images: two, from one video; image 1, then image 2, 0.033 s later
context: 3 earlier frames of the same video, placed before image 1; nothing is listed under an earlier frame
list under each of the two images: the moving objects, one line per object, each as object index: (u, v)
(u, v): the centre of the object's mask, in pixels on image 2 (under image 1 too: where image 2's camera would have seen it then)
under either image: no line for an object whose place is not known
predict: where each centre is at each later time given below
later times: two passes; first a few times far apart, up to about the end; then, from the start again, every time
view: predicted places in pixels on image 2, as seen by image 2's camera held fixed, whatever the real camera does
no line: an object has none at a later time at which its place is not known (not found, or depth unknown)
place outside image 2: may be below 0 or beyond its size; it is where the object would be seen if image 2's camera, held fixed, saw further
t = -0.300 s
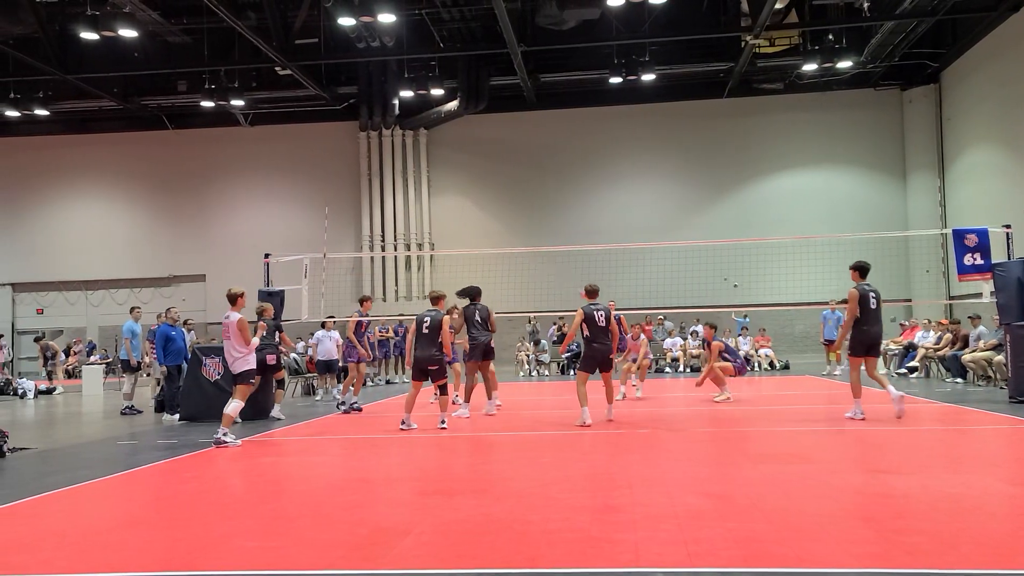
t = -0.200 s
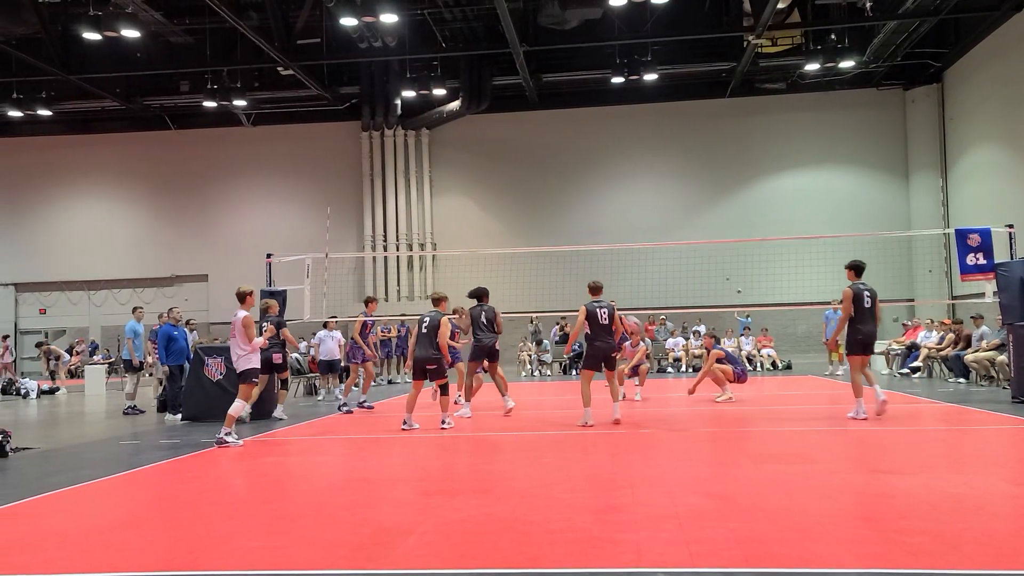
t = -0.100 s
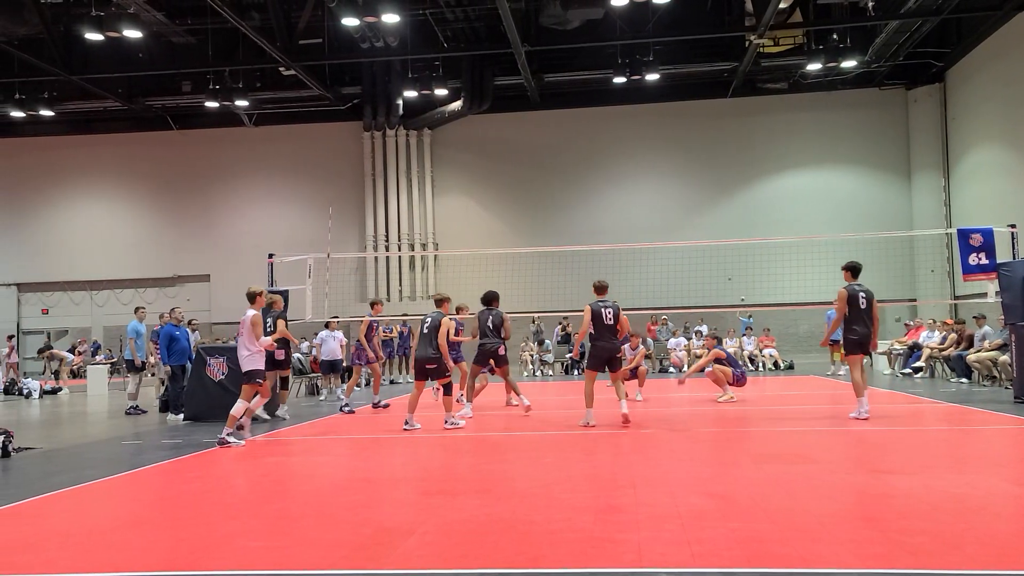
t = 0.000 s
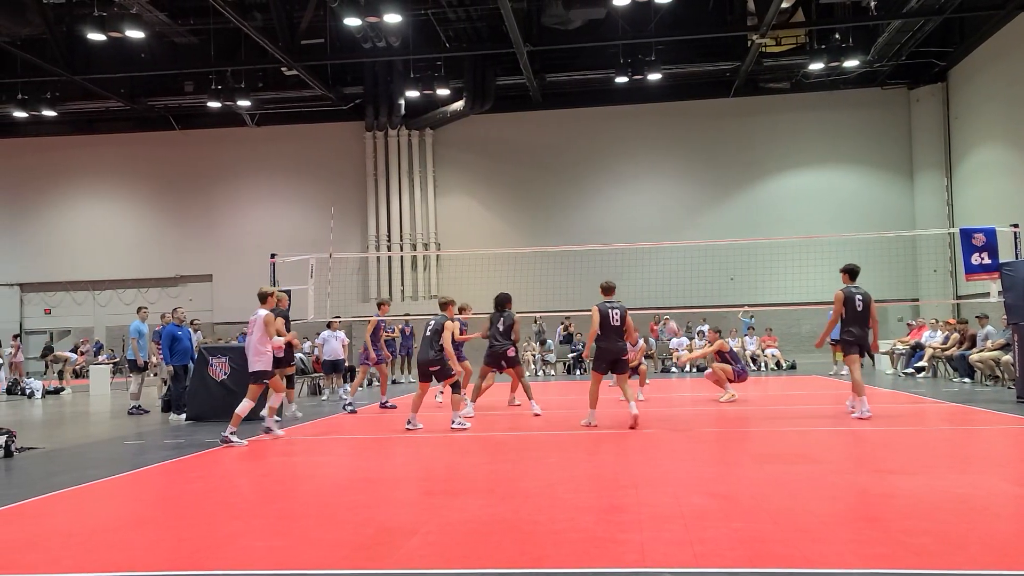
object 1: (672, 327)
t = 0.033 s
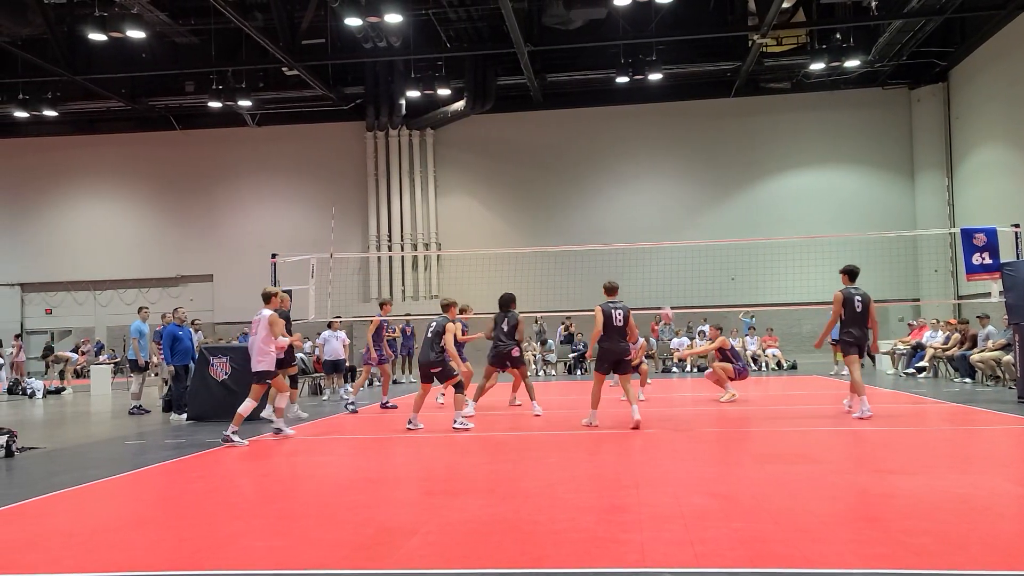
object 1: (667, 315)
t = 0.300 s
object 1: (624, 231)
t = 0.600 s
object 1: (581, 193)
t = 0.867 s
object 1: (547, 202)
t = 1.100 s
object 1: (520, 242)
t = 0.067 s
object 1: (662, 302)
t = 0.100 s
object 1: (655, 289)
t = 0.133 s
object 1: (650, 278)
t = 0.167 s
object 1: (645, 267)
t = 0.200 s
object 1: (639, 257)
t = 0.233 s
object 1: (634, 248)
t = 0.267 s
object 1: (629, 239)
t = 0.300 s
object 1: (624, 231)
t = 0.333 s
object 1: (620, 225)
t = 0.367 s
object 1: (614, 218)
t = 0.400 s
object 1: (609, 213)
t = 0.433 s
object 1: (604, 208)
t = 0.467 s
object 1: (600, 203)
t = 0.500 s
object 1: (594, 200)
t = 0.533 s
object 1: (590, 197)
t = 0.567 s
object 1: (585, 195)
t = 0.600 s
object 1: (581, 193)
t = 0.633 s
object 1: (576, 192)
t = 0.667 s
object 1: (572, 192)
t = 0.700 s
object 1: (567, 192)
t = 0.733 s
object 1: (563, 193)
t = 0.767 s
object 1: (559, 194)
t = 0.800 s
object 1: (555, 197)
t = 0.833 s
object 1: (551, 199)
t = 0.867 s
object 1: (547, 202)
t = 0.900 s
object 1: (543, 207)
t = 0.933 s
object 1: (539, 211)
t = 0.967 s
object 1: (535, 216)
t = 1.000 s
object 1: (531, 221)
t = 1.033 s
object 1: (527, 228)
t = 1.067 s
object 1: (524, 235)
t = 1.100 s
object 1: (520, 242)
